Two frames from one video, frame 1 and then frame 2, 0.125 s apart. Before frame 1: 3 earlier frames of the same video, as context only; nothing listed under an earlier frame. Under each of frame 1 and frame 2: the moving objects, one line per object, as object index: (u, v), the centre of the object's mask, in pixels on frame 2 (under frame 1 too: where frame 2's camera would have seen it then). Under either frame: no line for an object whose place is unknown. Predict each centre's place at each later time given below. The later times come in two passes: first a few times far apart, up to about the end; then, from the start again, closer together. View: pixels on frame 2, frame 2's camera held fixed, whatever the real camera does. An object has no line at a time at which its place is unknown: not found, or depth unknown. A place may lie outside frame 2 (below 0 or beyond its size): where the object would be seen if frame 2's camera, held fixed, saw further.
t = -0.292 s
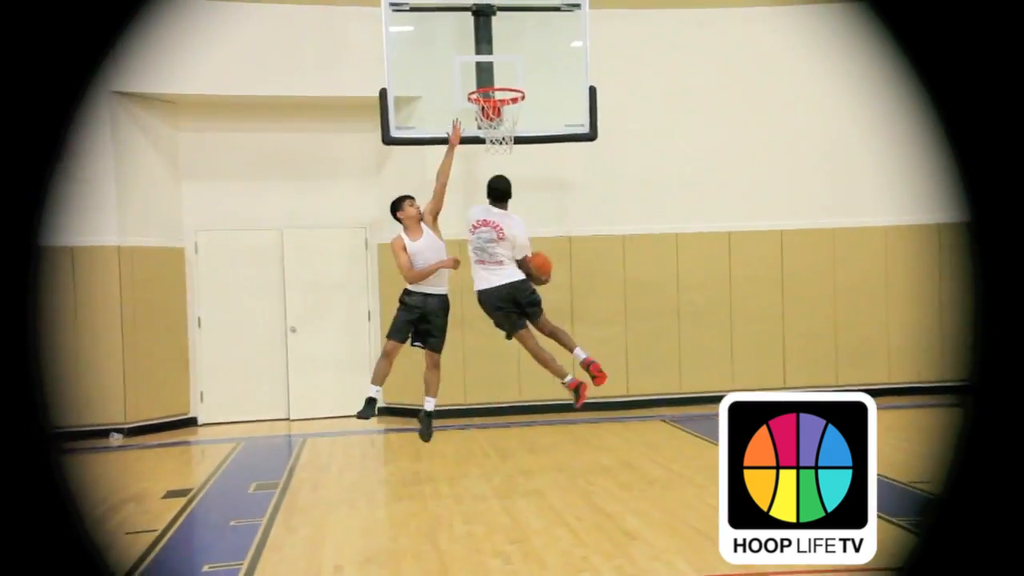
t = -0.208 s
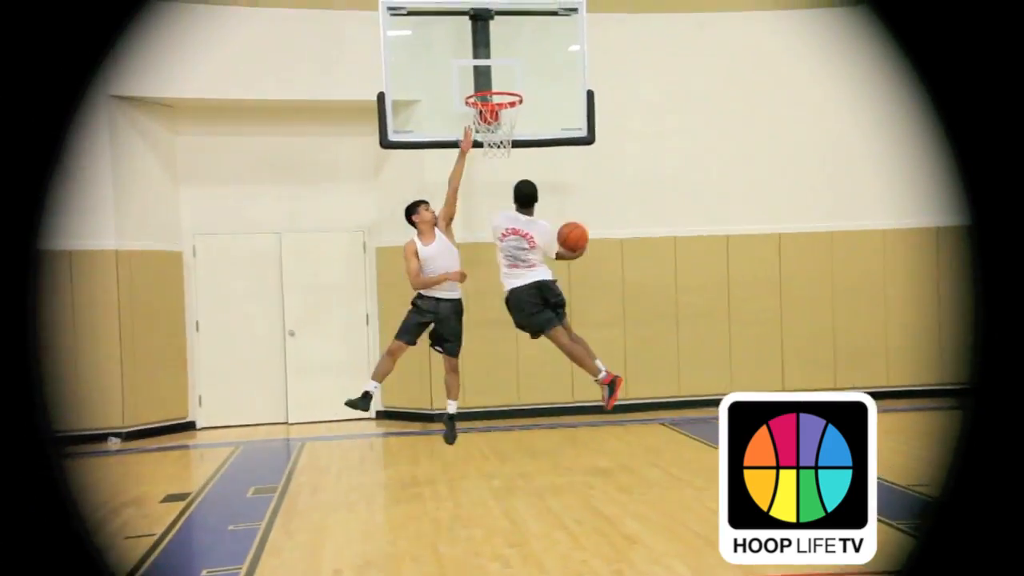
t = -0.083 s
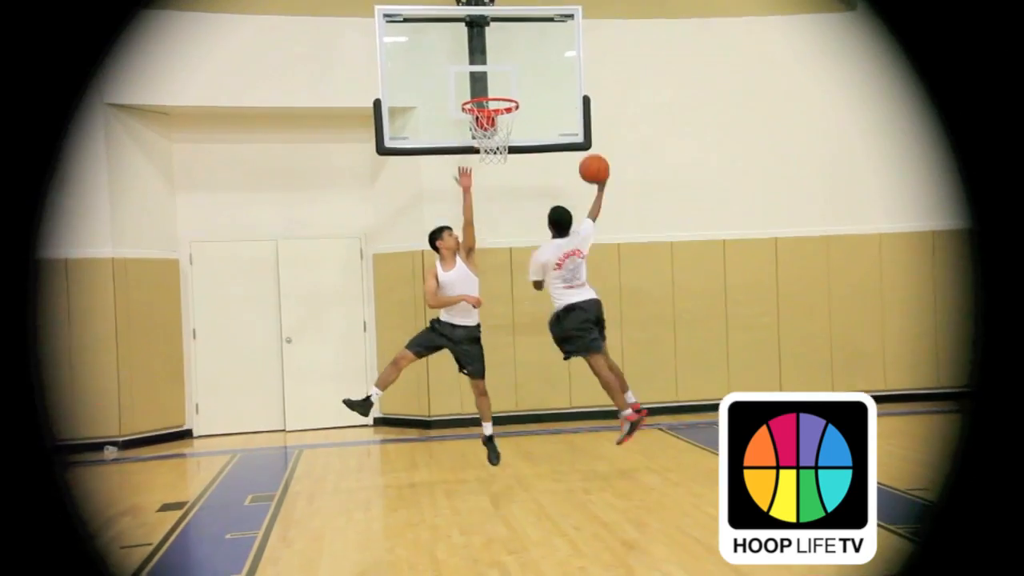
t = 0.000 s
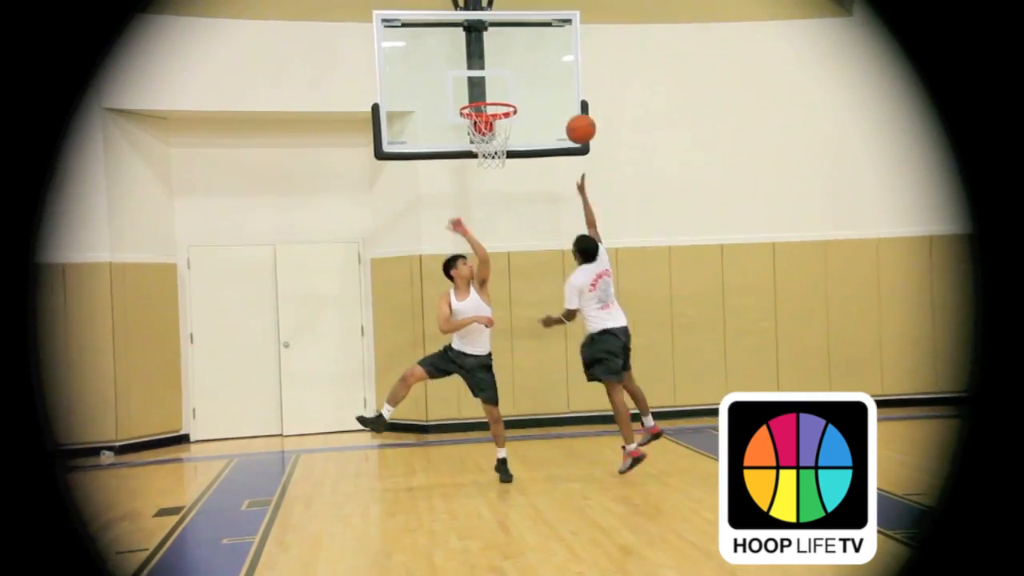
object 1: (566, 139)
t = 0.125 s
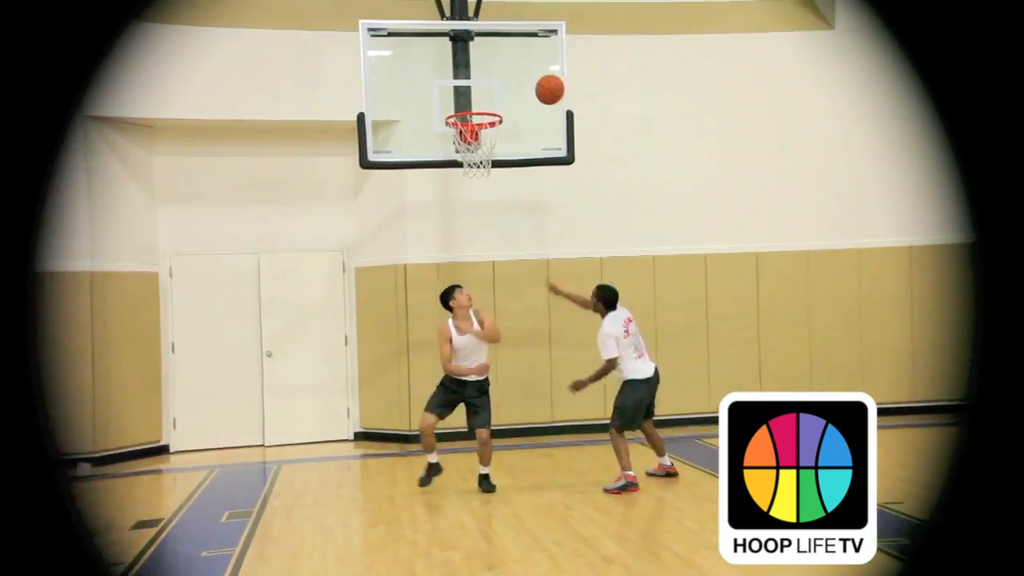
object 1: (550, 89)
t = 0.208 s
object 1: (539, 67)
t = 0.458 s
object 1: (511, 54)
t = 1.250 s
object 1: (536, 151)
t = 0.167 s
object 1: (544, 77)
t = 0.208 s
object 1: (539, 67)
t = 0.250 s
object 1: (534, 60)
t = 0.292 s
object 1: (529, 54)
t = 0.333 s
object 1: (525, 51)
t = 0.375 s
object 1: (520, 50)
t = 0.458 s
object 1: (511, 54)
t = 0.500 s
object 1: (507, 59)
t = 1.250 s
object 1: (536, 151)
